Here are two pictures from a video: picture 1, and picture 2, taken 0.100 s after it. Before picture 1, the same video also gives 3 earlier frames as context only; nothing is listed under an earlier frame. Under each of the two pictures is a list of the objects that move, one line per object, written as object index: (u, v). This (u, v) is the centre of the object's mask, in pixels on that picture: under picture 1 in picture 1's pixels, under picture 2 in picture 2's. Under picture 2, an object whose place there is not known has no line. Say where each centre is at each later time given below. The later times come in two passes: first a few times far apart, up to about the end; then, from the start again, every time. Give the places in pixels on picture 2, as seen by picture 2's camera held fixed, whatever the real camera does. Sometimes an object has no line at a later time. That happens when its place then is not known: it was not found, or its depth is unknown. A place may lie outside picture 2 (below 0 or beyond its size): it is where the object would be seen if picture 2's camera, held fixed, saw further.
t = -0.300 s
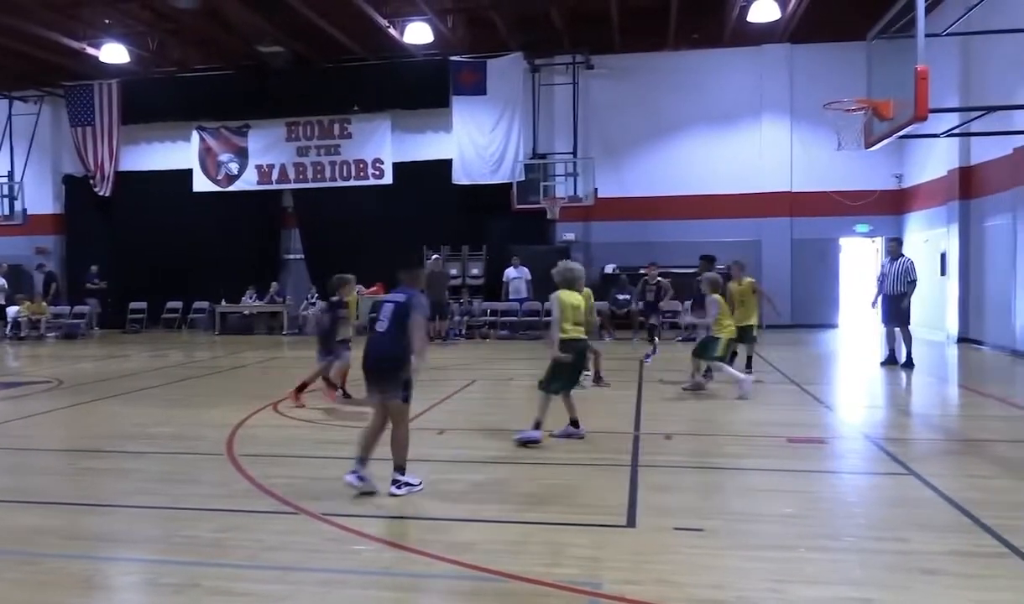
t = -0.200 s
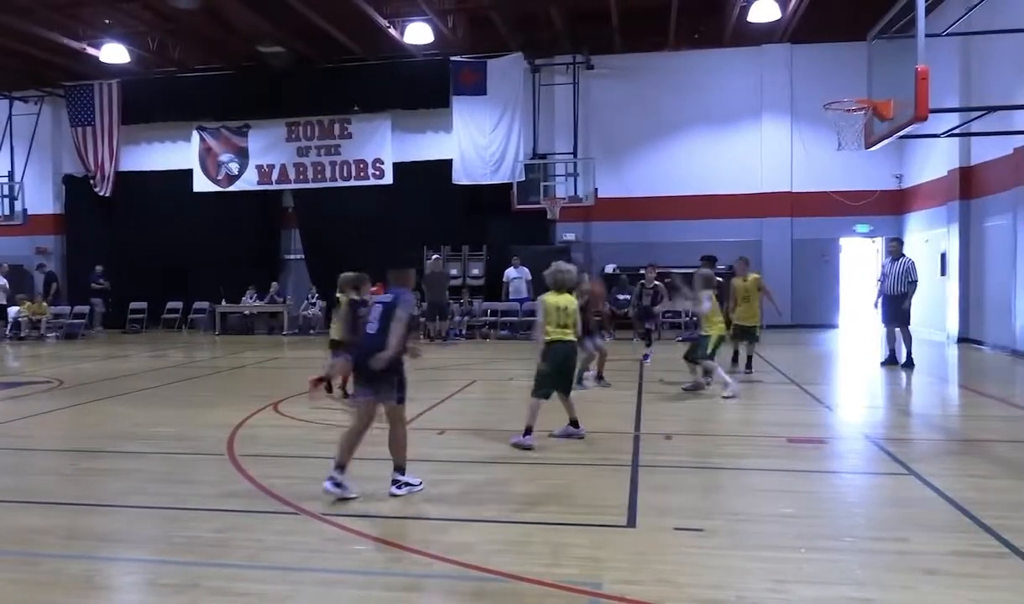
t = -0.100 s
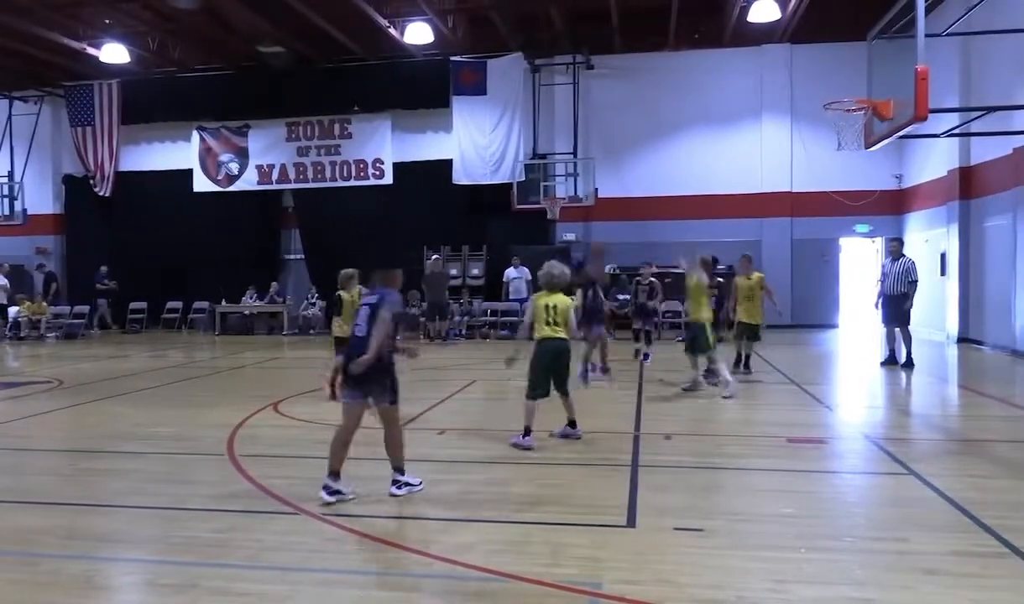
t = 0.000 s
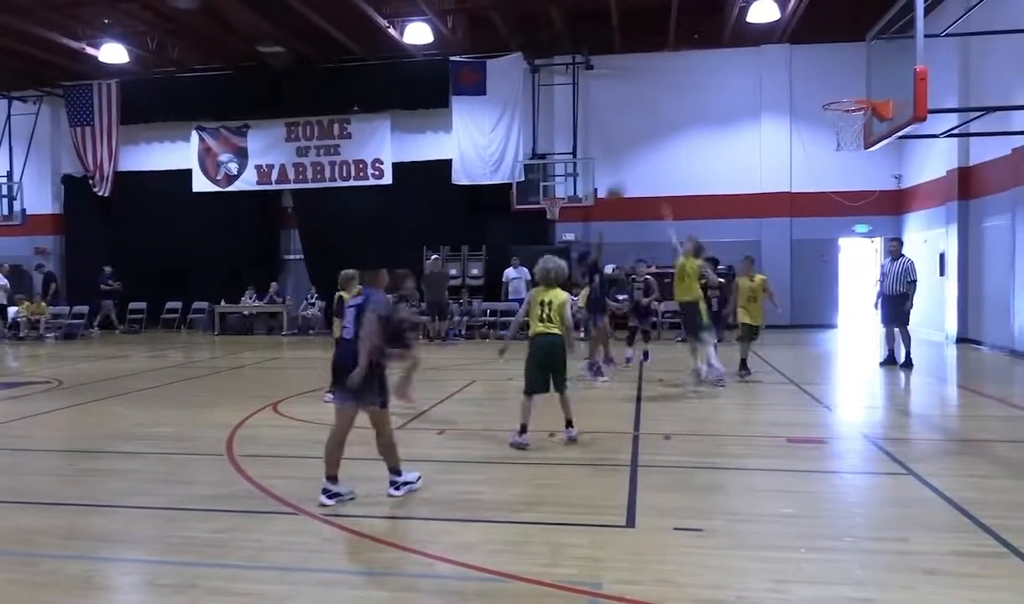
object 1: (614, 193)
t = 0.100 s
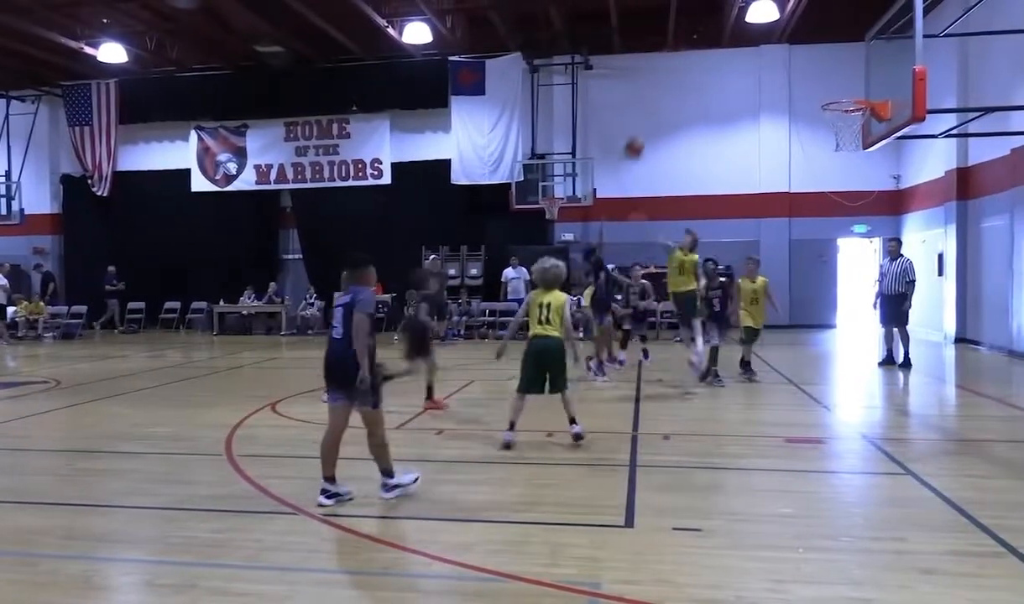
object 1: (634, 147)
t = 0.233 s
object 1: (661, 98)
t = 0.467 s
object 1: (710, 45)
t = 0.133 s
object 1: (641, 134)
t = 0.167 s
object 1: (647, 121)
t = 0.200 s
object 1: (654, 109)
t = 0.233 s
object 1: (661, 98)
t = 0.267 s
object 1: (668, 88)
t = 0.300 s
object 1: (674, 78)
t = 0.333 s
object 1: (681, 70)
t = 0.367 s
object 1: (688, 63)
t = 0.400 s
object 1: (696, 56)
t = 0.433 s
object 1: (702, 49)
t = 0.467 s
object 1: (710, 45)
